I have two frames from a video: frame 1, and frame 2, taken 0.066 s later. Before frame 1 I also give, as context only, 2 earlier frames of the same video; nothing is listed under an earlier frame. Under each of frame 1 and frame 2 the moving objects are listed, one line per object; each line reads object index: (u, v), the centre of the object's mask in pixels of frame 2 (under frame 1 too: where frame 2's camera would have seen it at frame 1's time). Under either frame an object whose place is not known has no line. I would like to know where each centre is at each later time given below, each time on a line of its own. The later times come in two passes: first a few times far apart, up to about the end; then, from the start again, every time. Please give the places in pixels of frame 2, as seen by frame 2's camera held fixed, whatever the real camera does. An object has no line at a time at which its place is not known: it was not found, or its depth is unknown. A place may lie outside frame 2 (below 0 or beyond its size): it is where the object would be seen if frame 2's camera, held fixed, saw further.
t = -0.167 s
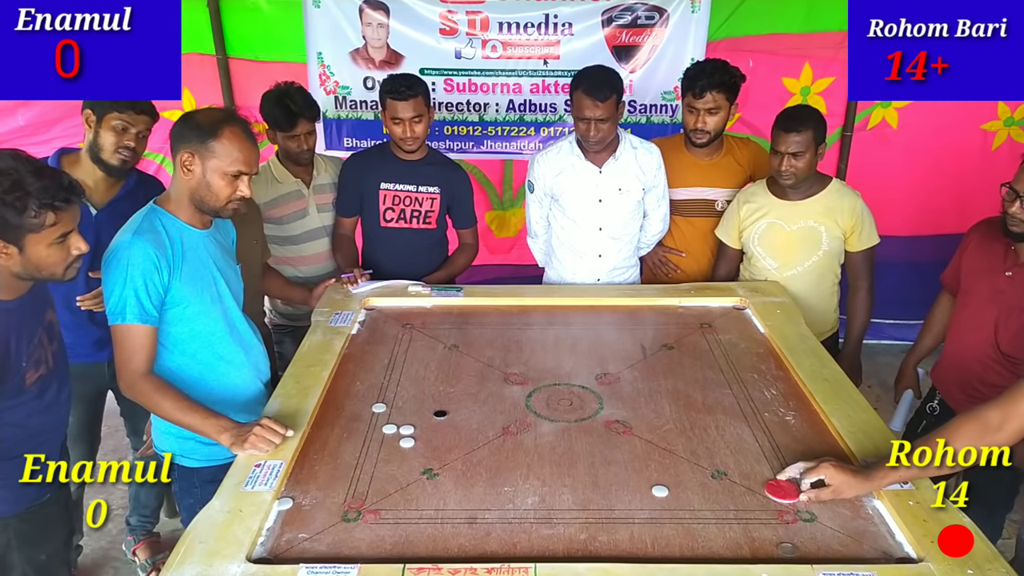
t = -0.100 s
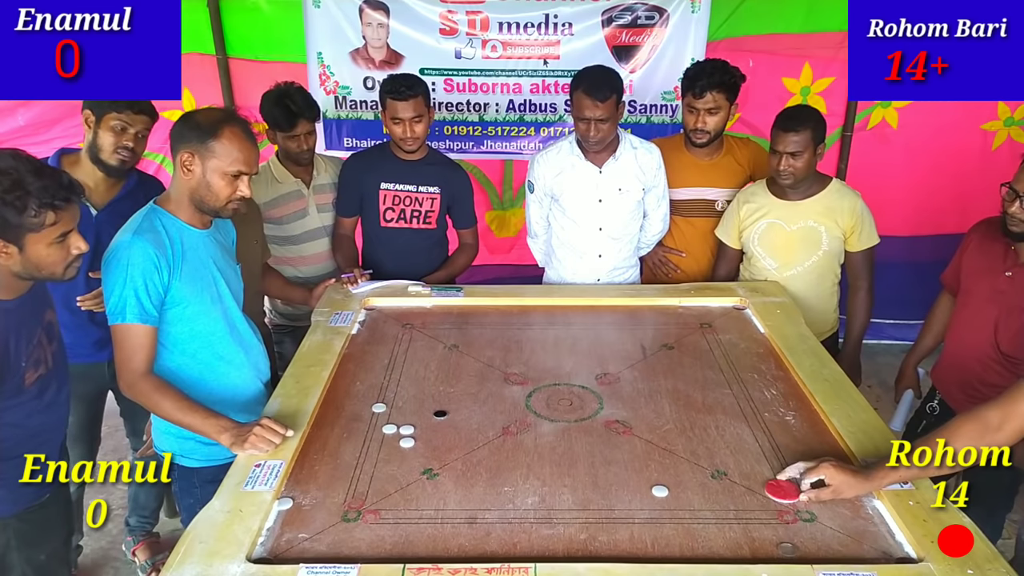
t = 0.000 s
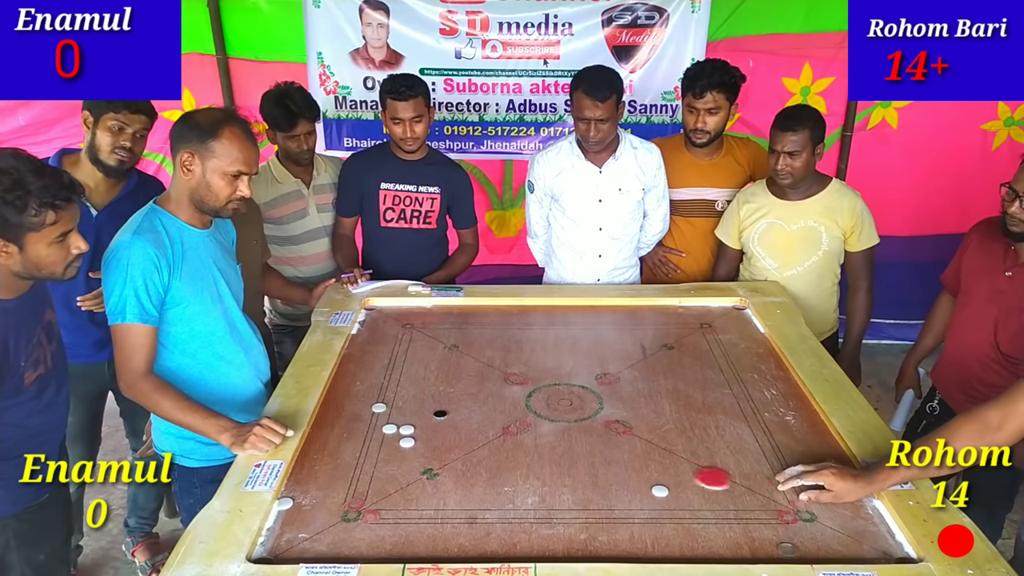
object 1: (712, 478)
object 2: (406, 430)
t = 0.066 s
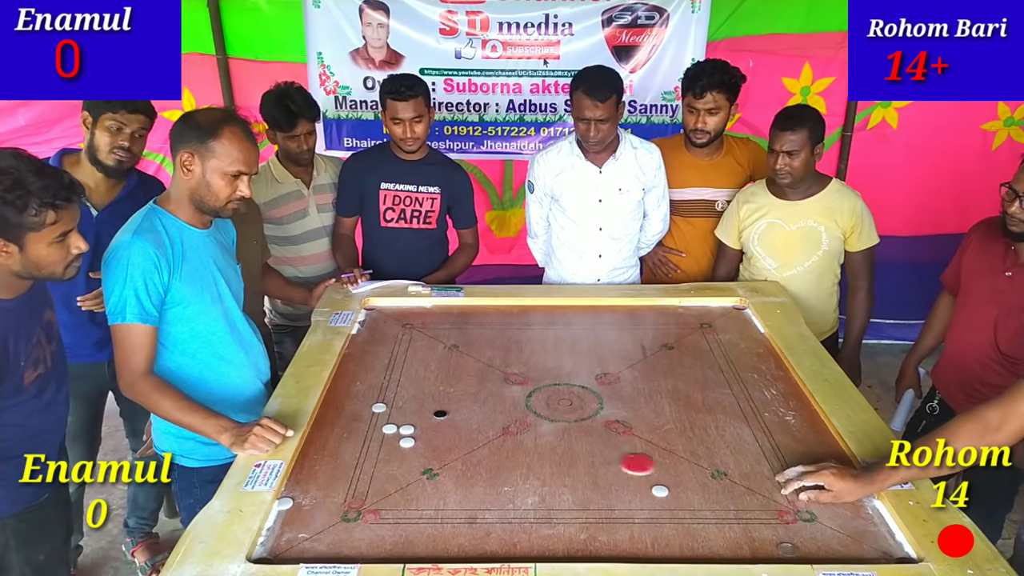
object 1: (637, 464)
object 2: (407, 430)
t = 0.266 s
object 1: (450, 428)
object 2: (407, 430)
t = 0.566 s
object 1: (352, 404)
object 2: (353, 464)
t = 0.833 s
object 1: (405, 398)
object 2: (338, 474)
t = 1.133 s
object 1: (428, 396)
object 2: (337, 474)
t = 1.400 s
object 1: (429, 396)
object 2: (338, 474)
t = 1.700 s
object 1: (429, 396)
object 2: (337, 474)
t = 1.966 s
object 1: (429, 396)
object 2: (337, 474)
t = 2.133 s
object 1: (429, 396)
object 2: (338, 474)
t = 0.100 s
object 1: (603, 457)
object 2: (406, 430)
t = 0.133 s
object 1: (568, 451)
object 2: (407, 430)
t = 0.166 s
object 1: (537, 445)
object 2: (406, 430)
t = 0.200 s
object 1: (506, 439)
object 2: (407, 430)
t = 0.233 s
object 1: (477, 433)
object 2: (406, 430)
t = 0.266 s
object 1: (450, 428)
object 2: (407, 430)
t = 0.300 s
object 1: (425, 423)
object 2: (402, 431)
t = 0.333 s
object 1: (405, 419)
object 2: (396, 437)
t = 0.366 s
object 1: (387, 415)
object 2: (389, 442)
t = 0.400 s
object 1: (372, 412)
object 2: (382, 446)
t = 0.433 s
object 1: (359, 410)
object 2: (375, 450)
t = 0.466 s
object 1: (346, 408)
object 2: (368, 454)
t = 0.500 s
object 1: (334, 406)
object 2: (363, 458)
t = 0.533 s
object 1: (343, 405)
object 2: (357, 461)
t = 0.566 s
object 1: (352, 404)
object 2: (353, 464)
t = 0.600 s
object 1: (360, 403)
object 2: (349, 466)
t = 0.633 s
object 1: (368, 402)
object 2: (346, 468)
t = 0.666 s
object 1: (375, 401)
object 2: (343, 470)
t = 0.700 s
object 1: (382, 401)
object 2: (341, 472)
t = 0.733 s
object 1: (388, 400)
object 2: (339, 473)
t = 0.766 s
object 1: (394, 399)
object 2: (338, 473)
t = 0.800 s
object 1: (400, 399)
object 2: (338, 474)
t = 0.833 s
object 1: (405, 398)
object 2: (338, 474)
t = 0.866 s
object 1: (410, 398)
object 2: (338, 474)
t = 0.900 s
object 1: (413, 397)
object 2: (338, 474)
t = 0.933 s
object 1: (417, 397)
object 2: (338, 474)
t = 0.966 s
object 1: (420, 397)
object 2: (338, 474)
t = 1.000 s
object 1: (423, 397)
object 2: (337, 474)
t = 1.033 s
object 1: (425, 396)
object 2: (337, 474)
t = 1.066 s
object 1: (426, 396)
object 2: (338, 474)
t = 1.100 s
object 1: (427, 396)
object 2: (338, 474)
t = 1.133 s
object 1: (428, 396)
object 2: (337, 474)
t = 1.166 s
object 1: (429, 396)
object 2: (337, 474)
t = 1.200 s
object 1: (429, 396)
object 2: (337, 474)
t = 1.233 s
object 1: (429, 396)
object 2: (337, 474)
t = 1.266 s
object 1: (429, 396)
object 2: (337, 474)
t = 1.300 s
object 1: (429, 396)
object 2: (337, 474)
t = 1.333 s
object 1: (429, 396)
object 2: (337, 474)
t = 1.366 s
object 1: (429, 396)
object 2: (337, 474)
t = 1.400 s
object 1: (429, 396)
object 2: (338, 474)
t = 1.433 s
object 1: (429, 396)
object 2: (337, 474)
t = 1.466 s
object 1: (429, 396)
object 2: (337, 474)
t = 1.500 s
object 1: (429, 396)
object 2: (337, 474)
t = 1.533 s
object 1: (429, 396)
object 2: (337, 474)
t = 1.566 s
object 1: (429, 396)
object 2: (337, 474)
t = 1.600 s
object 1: (429, 396)
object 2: (337, 474)
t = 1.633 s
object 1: (429, 396)
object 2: (337, 474)
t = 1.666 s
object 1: (429, 396)
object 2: (337, 474)
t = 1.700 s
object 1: (429, 396)
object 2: (337, 474)
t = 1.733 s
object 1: (429, 396)
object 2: (338, 474)
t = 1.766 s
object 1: (429, 396)
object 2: (337, 474)
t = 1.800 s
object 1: (429, 396)
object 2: (337, 474)
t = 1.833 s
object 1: (429, 396)
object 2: (337, 474)
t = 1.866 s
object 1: (429, 396)
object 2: (337, 474)
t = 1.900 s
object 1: (429, 396)
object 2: (337, 474)
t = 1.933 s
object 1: (429, 396)
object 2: (338, 474)
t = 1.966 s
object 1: (429, 396)
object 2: (337, 474)
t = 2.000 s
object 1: (429, 396)
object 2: (337, 474)
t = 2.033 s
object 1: (429, 396)
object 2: (338, 474)
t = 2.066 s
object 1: (429, 396)
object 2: (337, 474)
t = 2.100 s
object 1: (429, 396)
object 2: (337, 474)
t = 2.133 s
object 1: (429, 396)
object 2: (338, 474)
